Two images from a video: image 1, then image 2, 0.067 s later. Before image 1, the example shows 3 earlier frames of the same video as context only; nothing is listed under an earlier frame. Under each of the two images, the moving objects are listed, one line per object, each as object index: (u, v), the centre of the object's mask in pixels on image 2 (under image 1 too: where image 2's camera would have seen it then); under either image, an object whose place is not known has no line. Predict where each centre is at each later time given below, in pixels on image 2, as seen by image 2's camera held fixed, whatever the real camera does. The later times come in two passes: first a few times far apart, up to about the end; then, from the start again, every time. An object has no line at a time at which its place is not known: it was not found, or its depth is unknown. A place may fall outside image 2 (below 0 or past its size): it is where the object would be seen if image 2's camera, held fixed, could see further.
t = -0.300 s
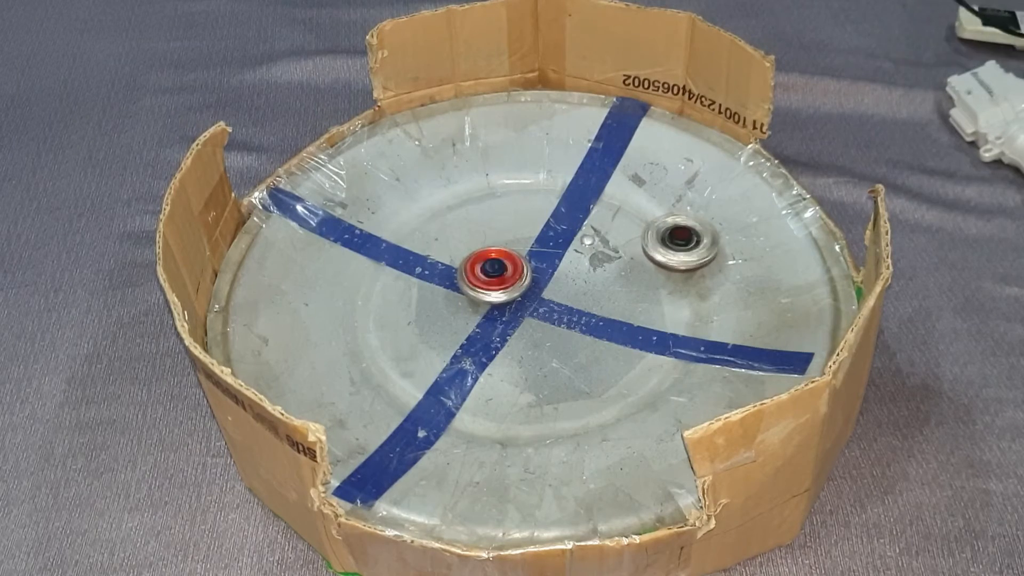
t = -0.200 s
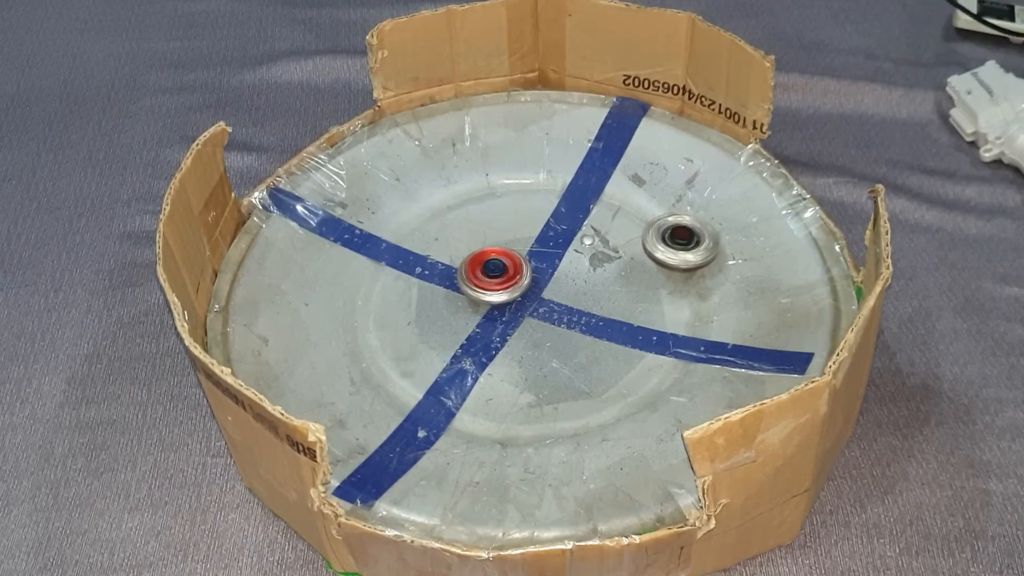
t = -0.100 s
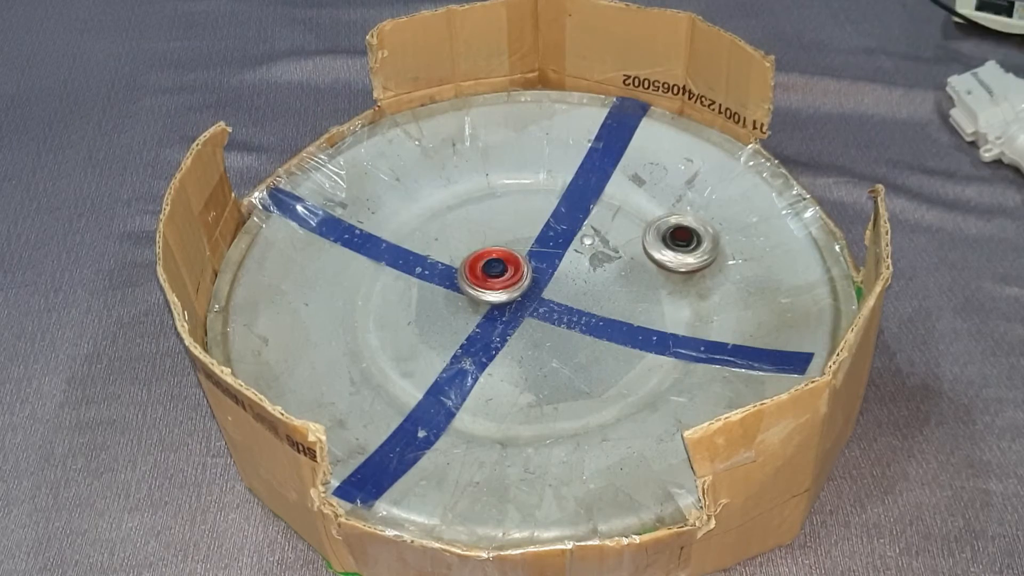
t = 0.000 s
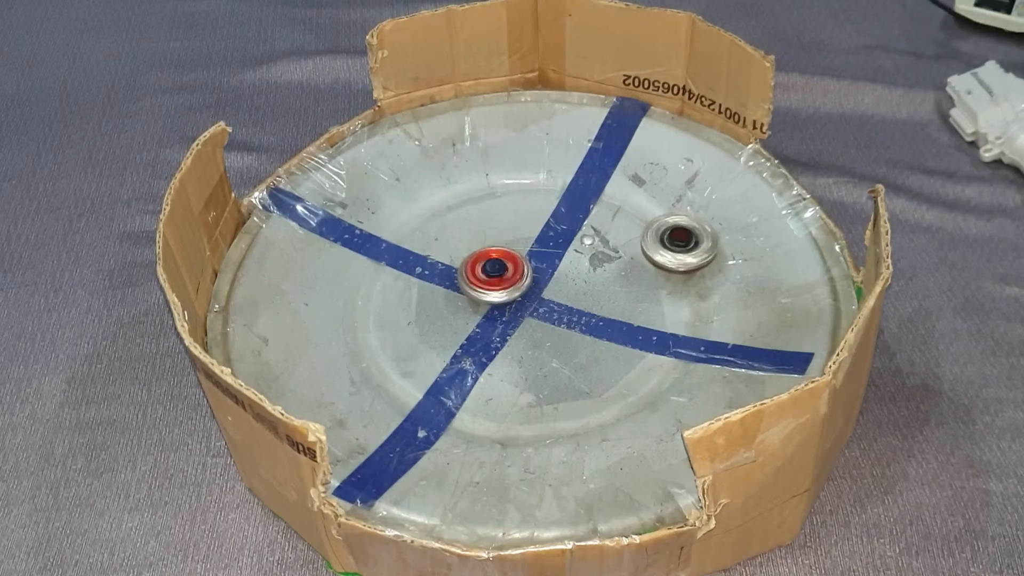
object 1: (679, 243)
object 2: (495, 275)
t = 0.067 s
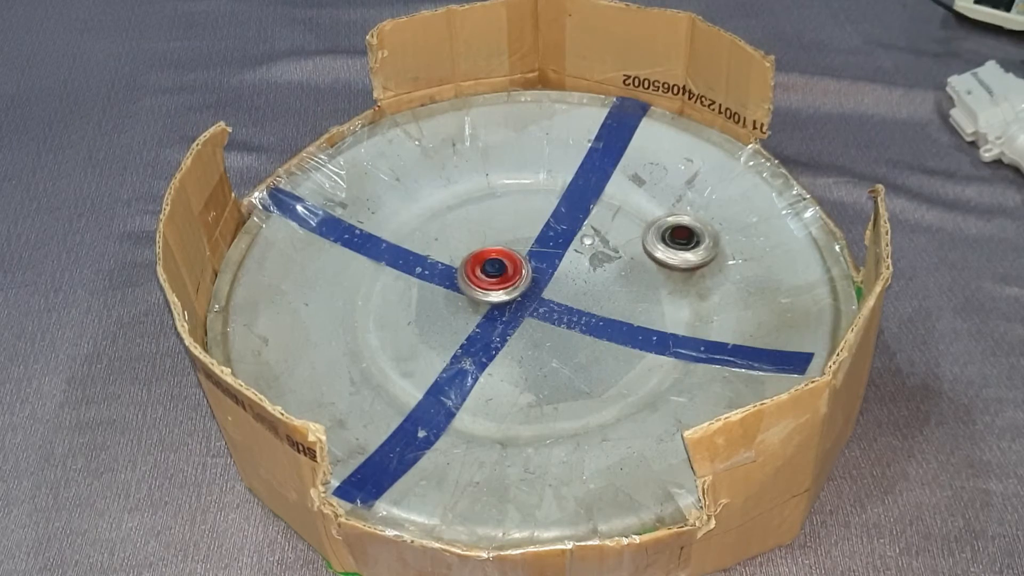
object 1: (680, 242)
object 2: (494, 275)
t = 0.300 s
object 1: (680, 243)
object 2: (495, 275)
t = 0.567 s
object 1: (680, 243)
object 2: (495, 275)
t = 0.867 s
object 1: (681, 242)
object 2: (494, 275)
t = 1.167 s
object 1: (681, 242)
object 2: (494, 275)
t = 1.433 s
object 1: (680, 243)
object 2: (494, 275)
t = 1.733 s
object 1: (680, 242)
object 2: (494, 275)
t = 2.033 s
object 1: (681, 242)
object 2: (494, 275)
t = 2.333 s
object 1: (681, 242)
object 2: (494, 275)
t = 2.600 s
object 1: (679, 243)
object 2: (494, 275)
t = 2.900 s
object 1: (679, 242)
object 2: (494, 275)
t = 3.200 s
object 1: (680, 241)
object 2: (494, 275)
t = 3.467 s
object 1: (678, 243)
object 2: (494, 275)
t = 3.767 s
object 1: (680, 240)
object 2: (494, 275)
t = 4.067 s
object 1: (679, 244)
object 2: (494, 275)
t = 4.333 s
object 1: (681, 241)
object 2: (494, 275)
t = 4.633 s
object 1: (678, 240)
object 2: (494, 275)
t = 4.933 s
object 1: (678, 243)
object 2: (494, 275)
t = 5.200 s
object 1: (679, 244)
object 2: (494, 275)
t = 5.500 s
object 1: (681, 243)
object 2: (494, 275)
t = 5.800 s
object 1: (682, 241)
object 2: (494, 275)
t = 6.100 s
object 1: (679, 242)
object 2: (494, 275)
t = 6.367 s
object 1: (682, 240)
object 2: (494, 275)
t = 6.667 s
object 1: (666, 259)
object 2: (494, 275)
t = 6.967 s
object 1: (578, 305)
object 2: (494, 275)
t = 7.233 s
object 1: (526, 308)
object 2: (486, 265)
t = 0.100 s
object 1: (680, 242)
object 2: (494, 275)
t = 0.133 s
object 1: (679, 243)
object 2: (495, 275)
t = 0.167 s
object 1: (680, 243)
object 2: (495, 275)
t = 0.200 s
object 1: (680, 241)
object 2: (494, 275)
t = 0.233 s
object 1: (680, 242)
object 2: (494, 275)
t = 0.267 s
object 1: (679, 243)
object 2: (494, 275)
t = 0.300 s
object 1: (680, 243)
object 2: (495, 275)
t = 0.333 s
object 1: (680, 242)
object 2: (494, 275)
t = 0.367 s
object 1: (680, 242)
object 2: (494, 275)
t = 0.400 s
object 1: (679, 243)
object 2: (494, 275)
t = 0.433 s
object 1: (680, 243)
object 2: (494, 275)
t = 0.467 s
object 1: (681, 242)
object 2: (495, 275)
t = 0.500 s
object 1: (680, 242)
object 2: (494, 275)
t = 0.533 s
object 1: (679, 243)
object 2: (494, 275)
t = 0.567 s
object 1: (680, 243)
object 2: (495, 275)
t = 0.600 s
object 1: (681, 242)
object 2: (494, 275)
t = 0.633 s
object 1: (680, 242)
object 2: (494, 275)
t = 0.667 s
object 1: (679, 243)
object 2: (494, 275)
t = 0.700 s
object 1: (679, 243)
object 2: (495, 275)
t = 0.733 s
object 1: (681, 242)
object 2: (494, 275)
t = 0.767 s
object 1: (680, 241)
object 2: (494, 275)
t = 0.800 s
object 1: (679, 242)
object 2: (495, 275)
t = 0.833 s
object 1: (679, 243)
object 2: (494, 275)
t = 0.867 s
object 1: (681, 242)
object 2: (494, 275)
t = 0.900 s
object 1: (680, 241)
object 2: (494, 275)
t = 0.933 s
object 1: (679, 242)
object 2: (494, 275)
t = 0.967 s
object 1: (679, 243)
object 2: (494, 275)
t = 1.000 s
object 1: (680, 243)
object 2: (494, 275)
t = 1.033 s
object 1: (681, 241)
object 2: (494, 275)
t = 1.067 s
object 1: (679, 242)
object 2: (494, 275)
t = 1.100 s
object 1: (679, 243)
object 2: (494, 275)
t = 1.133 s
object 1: (680, 243)
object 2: (494, 275)
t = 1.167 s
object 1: (681, 242)
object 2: (494, 275)
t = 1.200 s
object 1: (680, 241)
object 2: (495, 275)
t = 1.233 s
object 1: (679, 242)
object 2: (494, 275)
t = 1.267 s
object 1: (679, 243)
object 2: (494, 275)
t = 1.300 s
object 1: (680, 242)
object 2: (494, 275)
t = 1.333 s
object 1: (680, 242)
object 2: (494, 275)
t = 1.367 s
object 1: (679, 243)
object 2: (494, 275)
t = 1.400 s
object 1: (679, 243)
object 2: (494, 275)
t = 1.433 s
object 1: (680, 243)
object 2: (494, 275)
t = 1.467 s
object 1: (681, 242)
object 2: (494, 275)
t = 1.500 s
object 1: (679, 242)
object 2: (494, 275)
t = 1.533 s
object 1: (679, 243)
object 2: (494, 275)
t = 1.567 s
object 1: (680, 243)
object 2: (494, 275)
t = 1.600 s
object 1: (681, 242)
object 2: (494, 275)
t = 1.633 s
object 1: (680, 241)
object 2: (494, 275)
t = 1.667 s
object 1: (679, 243)
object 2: (494, 275)
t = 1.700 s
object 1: (679, 243)
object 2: (495, 275)
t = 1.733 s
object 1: (680, 242)
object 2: (494, 275)
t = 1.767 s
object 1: (681, 242)
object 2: (494, 275)
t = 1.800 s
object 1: (679, 242)
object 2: (495, 275)
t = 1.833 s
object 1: (680, 243)
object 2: (494, 275)
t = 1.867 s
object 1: (680, 243)
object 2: (494, 275)
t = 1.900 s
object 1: (681, 242)
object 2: (494, 276)
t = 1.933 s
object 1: (680, 242)
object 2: (494, 275)
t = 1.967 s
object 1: (679, 243)
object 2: (495, 275)
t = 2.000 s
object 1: (680, 243)
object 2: (494, 275)
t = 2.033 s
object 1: (681, 242)
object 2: (494, 275)
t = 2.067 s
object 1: (680, 242)
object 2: (495, 275)
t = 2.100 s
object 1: (679, 242)
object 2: (494, 275)
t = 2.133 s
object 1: (679, 243)
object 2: (494, 275)
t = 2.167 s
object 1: (681, 242)
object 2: (494, 275)
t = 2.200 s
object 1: (680, 241)
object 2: (494, 275)
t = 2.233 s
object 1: (680, 242)
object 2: (494, 275)
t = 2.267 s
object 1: (679, 243)
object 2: (494, 275)
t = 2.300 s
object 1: (680, 243)
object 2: (494, 275)
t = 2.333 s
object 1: (681, 242)
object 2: (494, 275)
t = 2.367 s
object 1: (680, 241)
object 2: (494, 275)
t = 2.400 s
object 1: (679, 242)
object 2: (494, 275)
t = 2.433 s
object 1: (679, 243)
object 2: (494, 275)
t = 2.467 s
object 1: (680, 243)
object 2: (494, 275)
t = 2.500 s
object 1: (681, 241)
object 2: (494, 275)
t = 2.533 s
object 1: (679, 241)
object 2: (494, 275)
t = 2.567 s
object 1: (679, 243)
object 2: (494, 275)
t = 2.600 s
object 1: (679, 243)
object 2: (494, 275)
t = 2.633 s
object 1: (680, 243)
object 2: (494, 275)
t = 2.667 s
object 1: (681, 241)
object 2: (494, 275)
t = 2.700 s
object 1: (679, 241)
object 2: (494, 275)
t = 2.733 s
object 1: (679, 242)
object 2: (494, 275)
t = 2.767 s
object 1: (679, 243)
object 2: (494, 275)
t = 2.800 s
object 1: (681, 243)
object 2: (494, 275)
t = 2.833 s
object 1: (681, 241)
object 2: (494, 275)
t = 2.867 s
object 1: (679, 241)
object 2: (494, 275)
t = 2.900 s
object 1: (679, 242)
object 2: (494, 275)
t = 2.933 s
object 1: (679, 243)
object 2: (494, 275)
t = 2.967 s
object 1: (681, 243)
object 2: (494, 275)
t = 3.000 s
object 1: (681, 241)
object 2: (494, 275)
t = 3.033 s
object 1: (680, 241)
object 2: (494, 275)
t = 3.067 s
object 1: (679, 242)
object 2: (494, 275)
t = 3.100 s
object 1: (679, 243)
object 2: (494, 275)
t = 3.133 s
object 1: (680, 243)
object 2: (494, 275)
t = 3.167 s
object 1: (682, 242)
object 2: (494, 275)
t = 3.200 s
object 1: (680, 241)
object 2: (494, 275)
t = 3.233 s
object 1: (679, 242)
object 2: (494, 275)
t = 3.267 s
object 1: (679, 243)
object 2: (494, 275)
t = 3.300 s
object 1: (679, 243)
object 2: (494, 275)
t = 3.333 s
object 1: (681, 243)
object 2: (494, 275)
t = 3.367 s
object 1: (681, 241)
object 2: (494, 275)
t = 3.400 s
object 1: (679, 241)
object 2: (494, 275)
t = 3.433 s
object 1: (678, 242)
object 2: (494, 275)
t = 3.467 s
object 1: (678, 243)
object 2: (494, 275)
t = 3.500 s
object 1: (680, 243)
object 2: (494, 275)
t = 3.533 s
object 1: (681, 241)
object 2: (494, 275)
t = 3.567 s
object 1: (680, 240)
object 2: (494, 275)
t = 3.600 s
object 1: (679, 241)
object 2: (494, 275)
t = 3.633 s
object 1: (678, 243)
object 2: (494, 275)
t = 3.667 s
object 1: (679, 244)
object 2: (494, 275)
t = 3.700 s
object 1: (681, 243)
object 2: (494, 275)
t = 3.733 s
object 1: (681, 241)
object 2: (494, 275)
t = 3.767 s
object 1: (680, 240)
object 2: (494, 275)
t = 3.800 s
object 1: (678, 241)
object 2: (494, 275)
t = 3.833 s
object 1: (678, 243)
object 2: (494, 275)
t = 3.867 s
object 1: (679, 244)
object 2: (494, 275)
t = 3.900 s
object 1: (681, 242)
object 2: (494, 275)
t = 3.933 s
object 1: (681, 240)
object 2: (494, 275)
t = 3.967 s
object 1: (680, 240)
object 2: (494, 275)
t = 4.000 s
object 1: (678, 241)
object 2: (494, 275)
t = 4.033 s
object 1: (677, 243)
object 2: (494, 275)
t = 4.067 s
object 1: (679, 244)
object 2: (494, 275)
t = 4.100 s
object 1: (681, 242)
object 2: (494, 275)
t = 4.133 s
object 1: (681, 241)
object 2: (494, 275)
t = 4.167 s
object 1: (680, 239)
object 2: (494, 275)
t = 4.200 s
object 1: (678, 240)
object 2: (494, 275)
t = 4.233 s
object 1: (677, 242)
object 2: (494, 275)
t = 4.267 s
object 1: (679, 243)
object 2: (494, 275)
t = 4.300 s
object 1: (680, 243)
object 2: (494, 275)
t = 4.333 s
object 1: (681, 241)
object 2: (494, 275)
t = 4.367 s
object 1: (681, 239)
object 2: (495, 275)
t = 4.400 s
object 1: (678, 239)
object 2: (495, 275)
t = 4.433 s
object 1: (677, 242)
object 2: (494, 275)
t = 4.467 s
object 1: (678, 243)
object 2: (494, 275)
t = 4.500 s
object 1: (680, 243)
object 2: (494, 275)
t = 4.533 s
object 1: (682, 243)
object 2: (494, 275)
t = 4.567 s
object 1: (682, 240)
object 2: (494, 275)
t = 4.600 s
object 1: (679, 238)
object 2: (494, 275)
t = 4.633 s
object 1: (678, 240)
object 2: (494, 275)
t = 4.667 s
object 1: (678, 242)
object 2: (494, 275)
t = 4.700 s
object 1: (678, 243)
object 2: (494, 275)
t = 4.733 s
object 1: (680, 244)
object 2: (494, 275)
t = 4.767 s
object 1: (682, 242)
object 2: (494, 275)
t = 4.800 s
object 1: (681, 240)
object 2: (494, 275)
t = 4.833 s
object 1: (679, 239)
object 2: (494, 275)
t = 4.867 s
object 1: (678, 239)
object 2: (494, 275)
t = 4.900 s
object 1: (677, 241)
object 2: (494, 275)
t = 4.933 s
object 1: (678, 243)
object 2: (494, 275)
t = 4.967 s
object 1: (680, 243)
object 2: (494, 275)
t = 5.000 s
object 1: (681, 242)
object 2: (494, 275)
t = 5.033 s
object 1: (681, 241)
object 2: (494, 275)
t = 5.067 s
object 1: (680, 238)
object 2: (494, 275)
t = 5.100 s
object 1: (678, 239)
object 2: (495, 275)
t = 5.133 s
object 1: (677, 241)
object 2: (494, 275)
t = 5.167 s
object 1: (678, 243)
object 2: (494, 274)
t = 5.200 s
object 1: (679, 244)
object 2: (494, 275)
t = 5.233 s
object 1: (680, 243)
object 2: (494, 275)
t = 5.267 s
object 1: (681, 242)
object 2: (494, 275)
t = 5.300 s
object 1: (680, 239)
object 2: (494, 275)
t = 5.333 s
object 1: (679, 238)
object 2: (494, 275)
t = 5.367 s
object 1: (678, 240)
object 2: (494, 276)
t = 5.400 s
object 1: (677, 242)
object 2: (494, 275)
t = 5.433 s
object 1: (677, 244)
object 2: (494, 275)
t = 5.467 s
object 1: (678, 245)
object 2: (494, 275)
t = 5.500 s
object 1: (681, 243)
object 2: (494, 275)
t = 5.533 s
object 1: (681, 242)
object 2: (494, 275)
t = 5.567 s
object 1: (680, 239)
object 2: (494, 275)
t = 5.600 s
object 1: (678, 239)
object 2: (494, 275)
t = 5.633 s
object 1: (677, 239)
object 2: (494, 275)
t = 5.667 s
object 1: (677, 241)
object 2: (494, 275)
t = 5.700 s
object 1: (678, 243)
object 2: (494, 275)
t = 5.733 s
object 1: (679, 244)
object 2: (494, 275)
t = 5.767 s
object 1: (680, 243)
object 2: (494, 275)
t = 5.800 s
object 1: (682, 241)
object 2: (494, 275)
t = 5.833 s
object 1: (681, 239)
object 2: (494, 275)
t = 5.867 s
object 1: (680, 238)
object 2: (494, 275)
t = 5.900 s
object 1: (677, 239)
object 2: (494, 275)
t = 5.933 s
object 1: (677, 241)
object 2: (494, 275)
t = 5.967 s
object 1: (676, 243)
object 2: (494, 275)
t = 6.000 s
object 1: (676, 246)
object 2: (494, 275)
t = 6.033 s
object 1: (679, 246)
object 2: (495, 275)
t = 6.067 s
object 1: (680, 244)
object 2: (494, 275)
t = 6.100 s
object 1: (679, 242)
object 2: (494, 275)
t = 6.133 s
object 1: (679, 242)
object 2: (494, 275)
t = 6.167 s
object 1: (676, 241)
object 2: (495, 275)
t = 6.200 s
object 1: (675, 242)
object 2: (494, 275)
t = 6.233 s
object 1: (676, 244)
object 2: (494, 275)
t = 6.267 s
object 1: (679, 244)
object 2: (494, 275)
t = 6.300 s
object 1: (681, 243)
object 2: (494, 275)
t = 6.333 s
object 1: (682, 241)
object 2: (494, 275)
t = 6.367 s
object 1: (682, 240)
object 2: (494, 275)
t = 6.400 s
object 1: (679, 239)
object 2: (494, 275)
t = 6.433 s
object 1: (675, 241)
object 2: (494, 275)
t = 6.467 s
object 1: (673, 245)
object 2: (495, 275)
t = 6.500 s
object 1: (673, 250)
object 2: (494, 275)
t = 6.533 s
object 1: (673, 250)
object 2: (494, 275)
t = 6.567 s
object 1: (672, 250)
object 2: (494, 275)
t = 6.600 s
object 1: (669, 253)
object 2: (494, 275)
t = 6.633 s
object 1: (668, 256)
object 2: (495, 275)
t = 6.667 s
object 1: (666, 259)
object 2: (494, 275)
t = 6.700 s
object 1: (660, 263)
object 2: (494, 275)
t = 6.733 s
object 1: (653, 268)
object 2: (494, 275)
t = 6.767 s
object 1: (646, 273)
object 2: (494, 275)
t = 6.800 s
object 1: (638, 279)
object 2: (494, 275)
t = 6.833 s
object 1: (631, 285)
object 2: (494, 275)
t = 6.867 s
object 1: (621, 292)
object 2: (494, 275)
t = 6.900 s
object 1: (609, 297)
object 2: (494, 275)
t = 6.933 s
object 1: (595, 302)
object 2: (494, 275)
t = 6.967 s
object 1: (578, 305)
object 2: (494, 275)
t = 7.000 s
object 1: (561, 305)
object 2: (494, 275)
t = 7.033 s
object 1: (549, 305)
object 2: (489, 272)
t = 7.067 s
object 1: (541, 306)
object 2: (487, 270)
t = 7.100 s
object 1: (535, 306)
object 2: (486, 268)
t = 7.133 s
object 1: (530, 307)
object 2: (485, 266)
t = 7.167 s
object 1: (528, 307)
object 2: (484, 266)
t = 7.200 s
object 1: (527, 307)
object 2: (484, 266)
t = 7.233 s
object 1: (526, 308)
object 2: (486, 265)
